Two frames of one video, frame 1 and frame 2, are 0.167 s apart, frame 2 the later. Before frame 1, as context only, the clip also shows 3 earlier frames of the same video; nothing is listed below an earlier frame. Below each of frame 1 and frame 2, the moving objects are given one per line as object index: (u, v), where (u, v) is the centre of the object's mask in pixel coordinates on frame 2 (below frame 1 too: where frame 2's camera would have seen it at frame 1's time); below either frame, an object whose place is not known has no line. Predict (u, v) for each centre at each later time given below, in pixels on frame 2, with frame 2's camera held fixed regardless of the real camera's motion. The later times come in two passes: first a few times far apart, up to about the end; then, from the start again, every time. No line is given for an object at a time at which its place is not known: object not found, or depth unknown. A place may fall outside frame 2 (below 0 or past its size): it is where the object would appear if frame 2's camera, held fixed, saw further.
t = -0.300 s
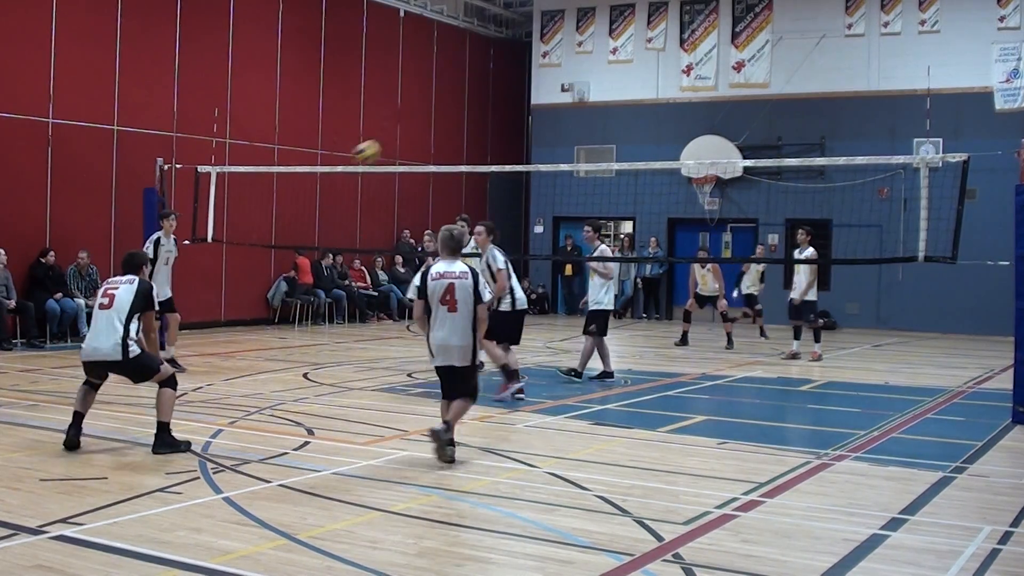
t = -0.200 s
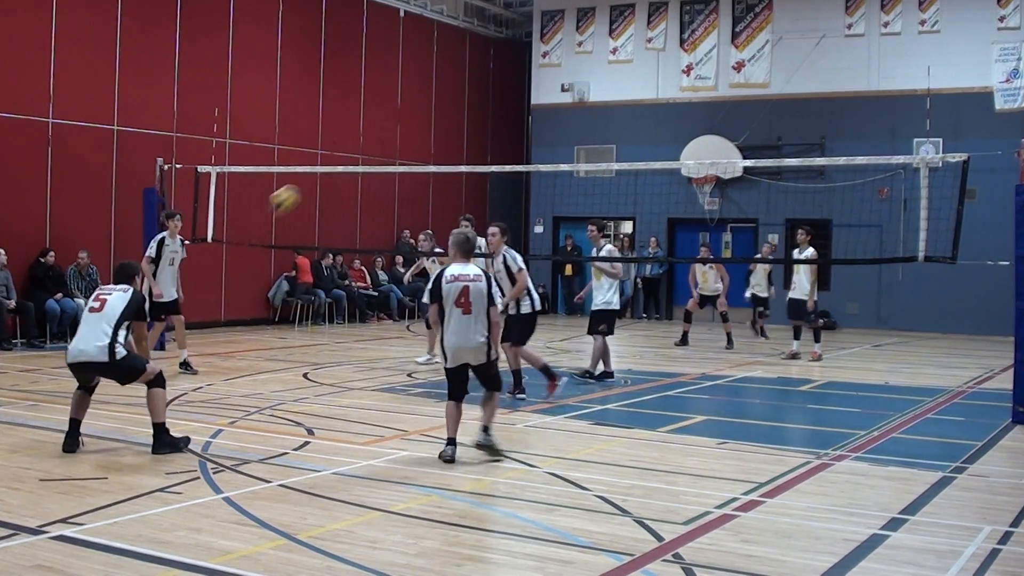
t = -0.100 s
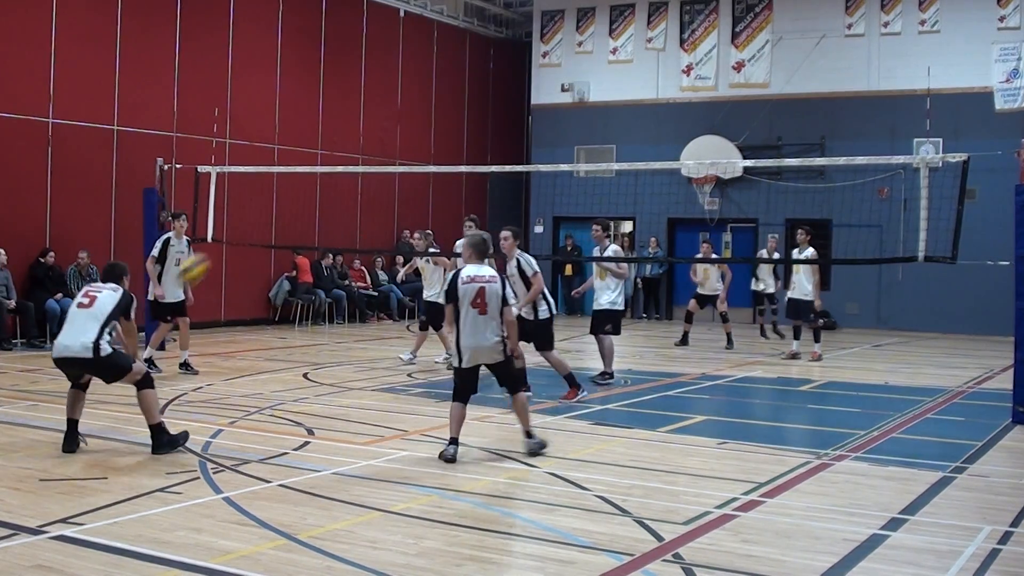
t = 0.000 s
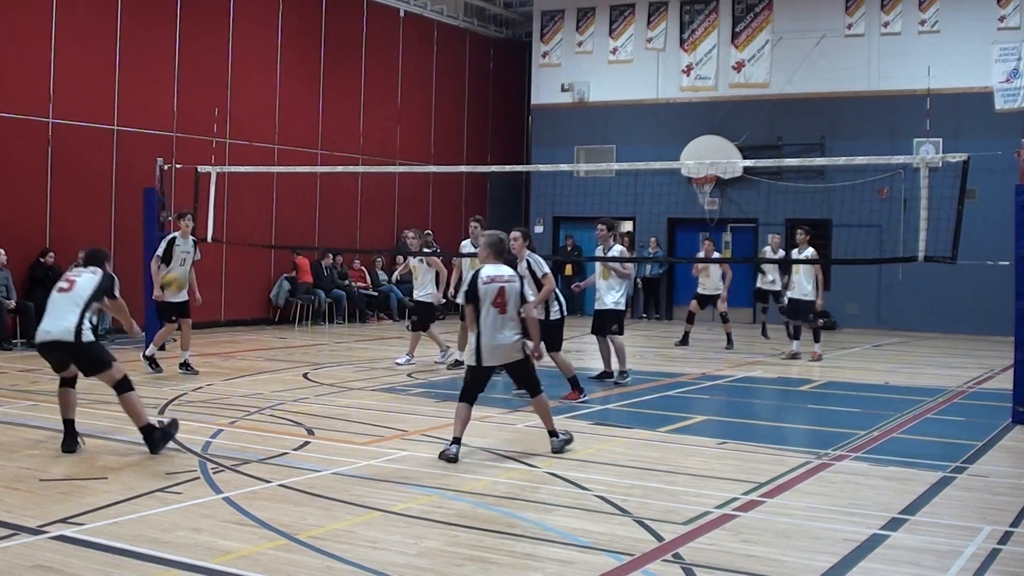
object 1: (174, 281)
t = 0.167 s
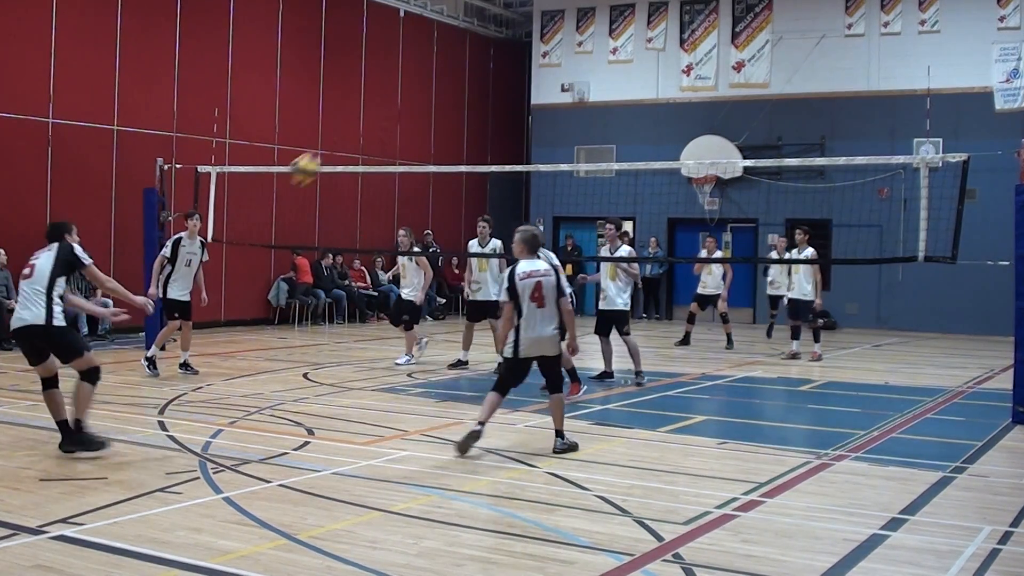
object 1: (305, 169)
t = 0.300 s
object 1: (401, 111)
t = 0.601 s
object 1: (593, 70)
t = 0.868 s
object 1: (739, 119)
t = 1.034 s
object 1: (819, 184)
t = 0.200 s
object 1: (330, 150)
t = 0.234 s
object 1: (353, 137)
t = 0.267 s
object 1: (377, 124)
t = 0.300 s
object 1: (401, 111)
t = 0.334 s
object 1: (424, 101)
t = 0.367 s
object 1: (448, 92)
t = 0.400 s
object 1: (470, 85)
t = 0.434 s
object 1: (491, 80)
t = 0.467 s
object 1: (512, 76)
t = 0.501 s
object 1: (532, 72)
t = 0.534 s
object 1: (553, 71)
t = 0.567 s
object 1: (574, 70)
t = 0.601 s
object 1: (593, 70)
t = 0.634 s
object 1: (613, 72)
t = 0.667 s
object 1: (633, 75)
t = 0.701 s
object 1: (651, 79)
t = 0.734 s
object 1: (669, 85)
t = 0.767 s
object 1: (687, 92)
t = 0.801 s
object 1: (705, 100)
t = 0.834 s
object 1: (722, 109)
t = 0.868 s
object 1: (739, 119)
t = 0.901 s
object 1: (756, 128)
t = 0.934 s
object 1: (773, 142)
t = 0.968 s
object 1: (789, 156)
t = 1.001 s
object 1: (804, 171)
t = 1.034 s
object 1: (819, 184)
